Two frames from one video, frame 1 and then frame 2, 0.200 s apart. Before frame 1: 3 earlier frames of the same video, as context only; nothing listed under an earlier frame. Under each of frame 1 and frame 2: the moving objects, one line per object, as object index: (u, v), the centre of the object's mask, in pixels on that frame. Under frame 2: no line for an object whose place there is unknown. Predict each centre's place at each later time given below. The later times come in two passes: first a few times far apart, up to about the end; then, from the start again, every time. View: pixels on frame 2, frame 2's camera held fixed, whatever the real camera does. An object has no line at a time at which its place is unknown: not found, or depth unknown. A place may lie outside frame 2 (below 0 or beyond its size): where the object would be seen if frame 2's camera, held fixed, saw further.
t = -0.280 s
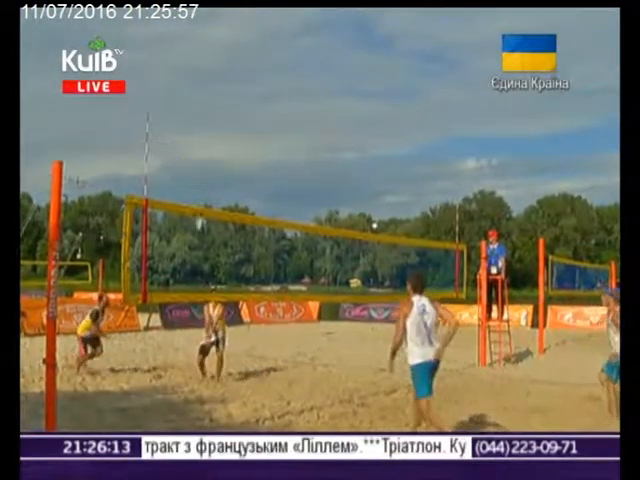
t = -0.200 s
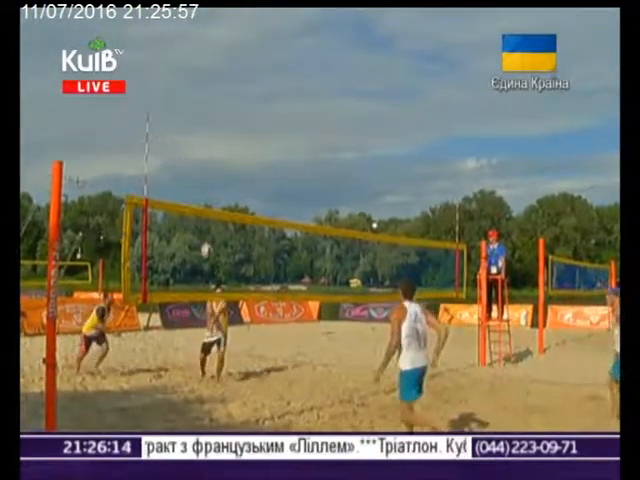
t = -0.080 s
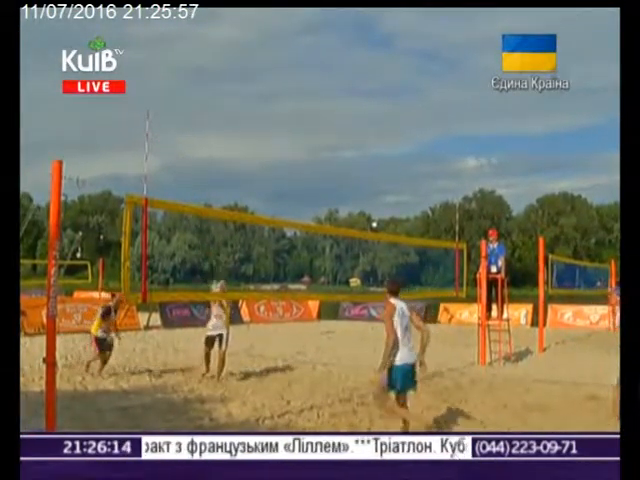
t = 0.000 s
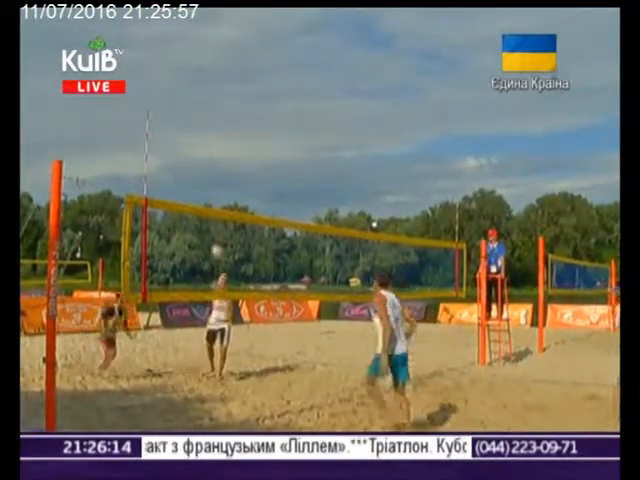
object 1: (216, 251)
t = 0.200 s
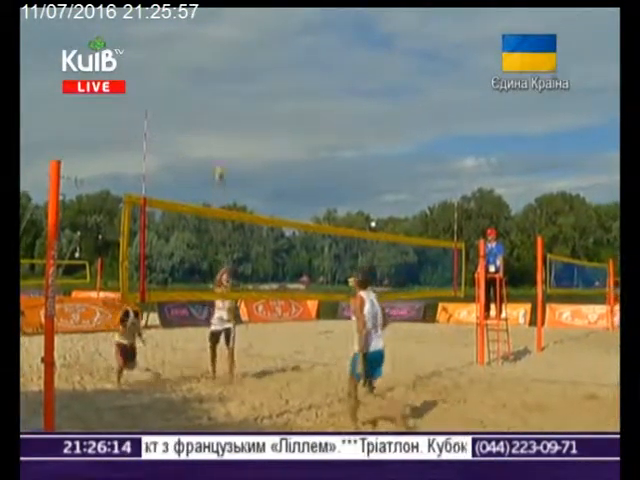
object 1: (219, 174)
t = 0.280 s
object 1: (221, 148)
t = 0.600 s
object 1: (228, 86)
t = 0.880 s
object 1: (232, 81)
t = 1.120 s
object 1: (236, 120)
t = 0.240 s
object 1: (221, 159)
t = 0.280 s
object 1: (221, 148)
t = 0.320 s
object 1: (221, 138)
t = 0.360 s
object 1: (222, 126)
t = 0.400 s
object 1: (224, 118)
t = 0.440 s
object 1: (225, 110)
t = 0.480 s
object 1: (227, 101)
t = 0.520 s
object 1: (227, 95)
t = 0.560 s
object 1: (227, 90)
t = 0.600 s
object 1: (228, 86)
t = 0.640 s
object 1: (228, 82)
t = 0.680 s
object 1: (229, 79)
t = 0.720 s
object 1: (230, 78)
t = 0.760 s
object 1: (230, 78)
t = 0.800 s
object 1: (231, 77)
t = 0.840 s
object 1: (232, 78)
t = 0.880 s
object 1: (232, 81)
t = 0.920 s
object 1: (233, 85)
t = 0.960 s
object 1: (234, 90)
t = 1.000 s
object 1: (235, 95)
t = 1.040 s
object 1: (235, 101)
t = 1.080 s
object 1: (235, 111)
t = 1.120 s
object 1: (236, 120)
